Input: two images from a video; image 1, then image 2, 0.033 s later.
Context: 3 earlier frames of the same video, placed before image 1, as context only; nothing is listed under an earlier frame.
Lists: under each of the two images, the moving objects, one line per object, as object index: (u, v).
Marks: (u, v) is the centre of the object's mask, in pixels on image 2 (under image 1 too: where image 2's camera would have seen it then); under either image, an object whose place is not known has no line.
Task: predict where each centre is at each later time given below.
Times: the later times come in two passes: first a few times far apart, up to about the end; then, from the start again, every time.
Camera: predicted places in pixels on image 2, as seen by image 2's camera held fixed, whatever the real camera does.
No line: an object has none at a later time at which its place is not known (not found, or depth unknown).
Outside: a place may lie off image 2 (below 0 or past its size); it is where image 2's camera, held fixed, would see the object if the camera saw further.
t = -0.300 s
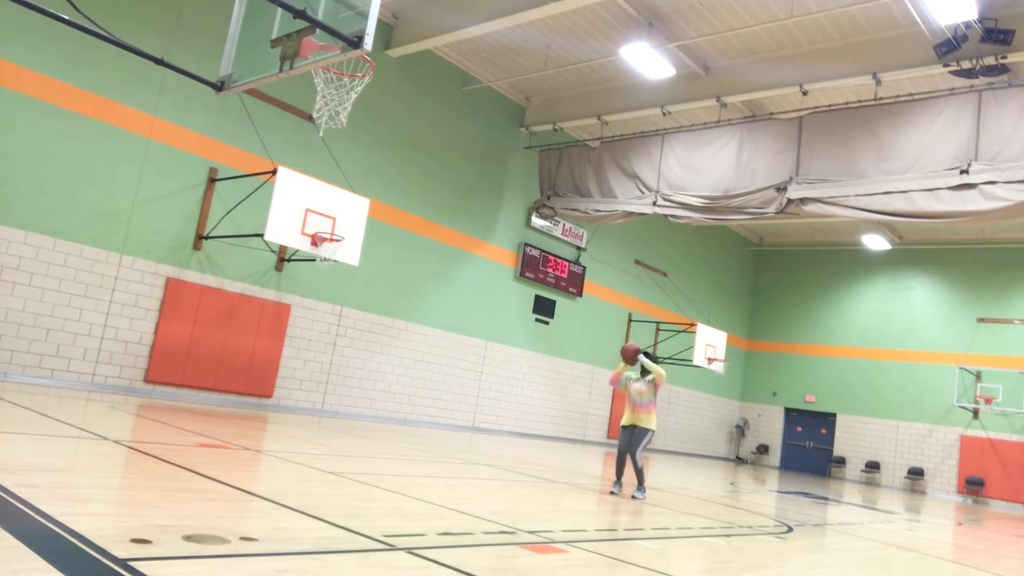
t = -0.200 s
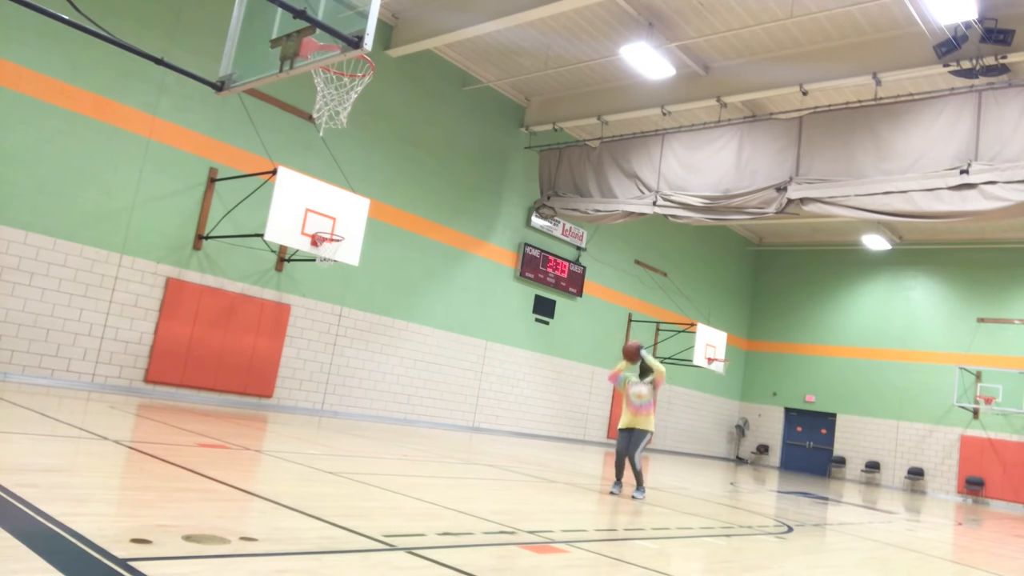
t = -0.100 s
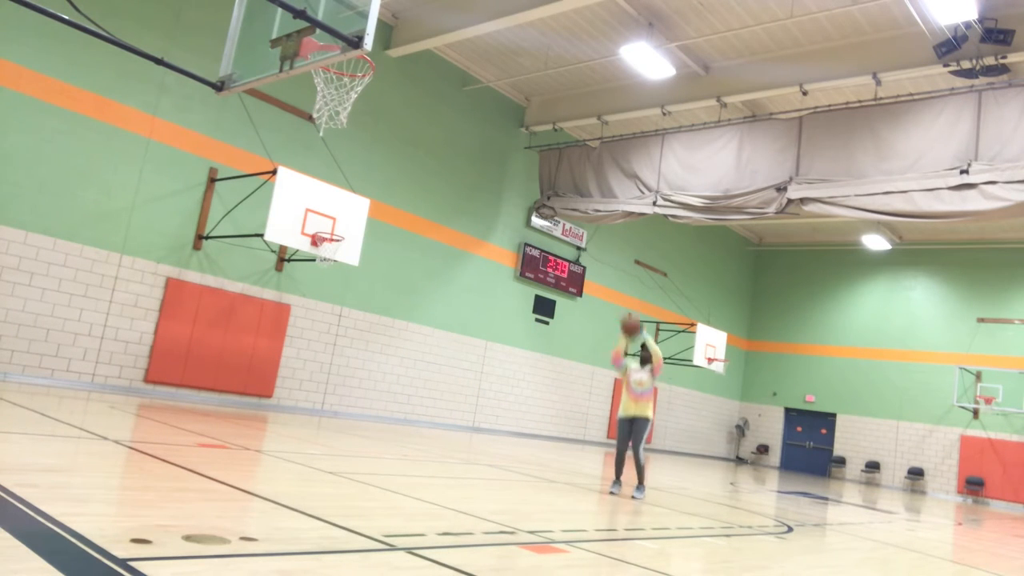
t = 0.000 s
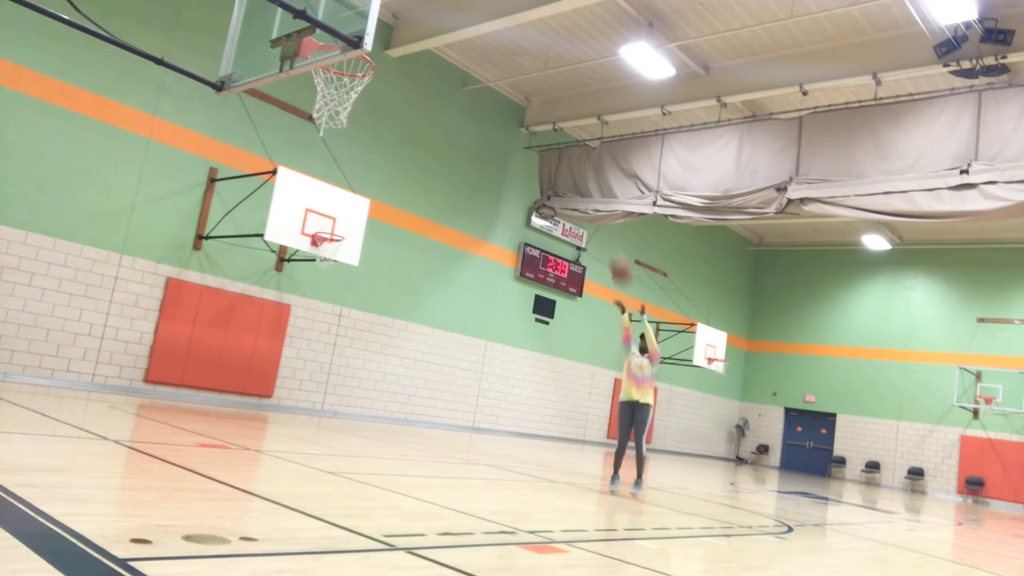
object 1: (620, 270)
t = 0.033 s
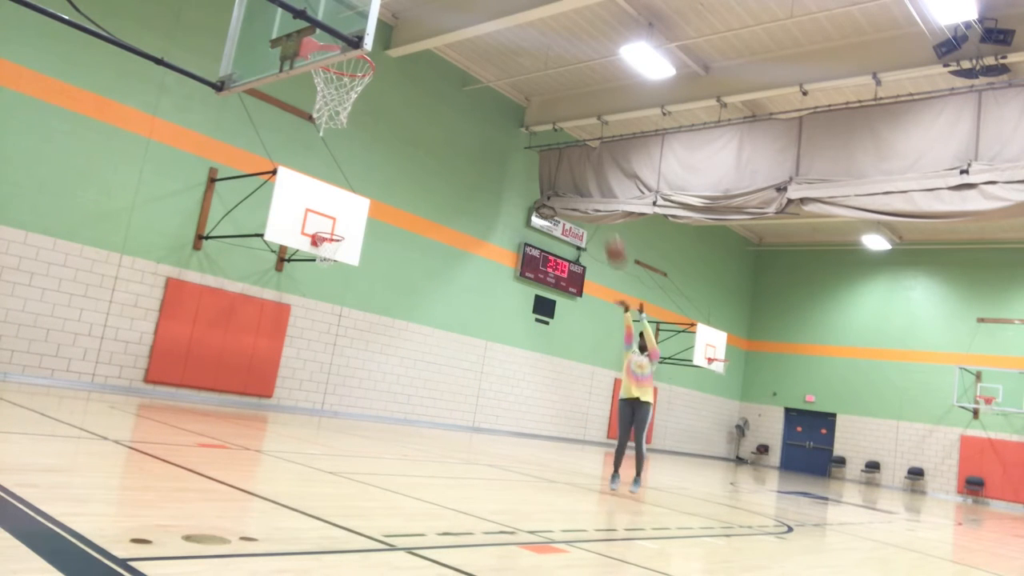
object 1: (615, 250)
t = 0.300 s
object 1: (569, 126)
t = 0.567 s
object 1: (501, 61)
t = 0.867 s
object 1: (392, 67)
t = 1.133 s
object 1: (487, 158)
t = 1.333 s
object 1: (555, 265)
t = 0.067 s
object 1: (611, 233)
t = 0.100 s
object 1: (605, 217)
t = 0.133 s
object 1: (600, 197)
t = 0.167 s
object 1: (595, 181)
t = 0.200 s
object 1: (588, 165)
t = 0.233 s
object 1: (583, 152)
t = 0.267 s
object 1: (575, 139)
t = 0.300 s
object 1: (569, 126)
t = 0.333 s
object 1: (562, 115)
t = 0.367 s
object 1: (554, 104)
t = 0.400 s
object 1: (546, 96)
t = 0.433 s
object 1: (538, 87)
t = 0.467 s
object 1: (529, 79)
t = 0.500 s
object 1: (520, 72)
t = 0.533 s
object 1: (510, 66)
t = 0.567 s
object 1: (501, 61)
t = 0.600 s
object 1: (490, 57)
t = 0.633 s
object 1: (480, 54)
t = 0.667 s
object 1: (469, 52)
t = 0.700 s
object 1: (458, 52)
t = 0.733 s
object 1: (446, 53)
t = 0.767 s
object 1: (433, 54)
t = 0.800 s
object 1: (420, 57)
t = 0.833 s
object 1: (405, 63)
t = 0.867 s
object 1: (392, 67)
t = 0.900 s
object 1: (387, 76)
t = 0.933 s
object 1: (402, 84)
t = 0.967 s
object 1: (418, 95)
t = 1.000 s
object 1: (432, 105)
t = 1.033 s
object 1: (447, 117)
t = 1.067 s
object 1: (461, 130)
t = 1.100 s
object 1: (474, 144)
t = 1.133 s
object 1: (487, 158)
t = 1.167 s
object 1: (499, 173)
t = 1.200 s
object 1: (511, 189)
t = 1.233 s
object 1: (522, 205)
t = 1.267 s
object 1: (534, 224)
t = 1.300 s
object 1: (545, 244)
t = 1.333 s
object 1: (555, 265)
